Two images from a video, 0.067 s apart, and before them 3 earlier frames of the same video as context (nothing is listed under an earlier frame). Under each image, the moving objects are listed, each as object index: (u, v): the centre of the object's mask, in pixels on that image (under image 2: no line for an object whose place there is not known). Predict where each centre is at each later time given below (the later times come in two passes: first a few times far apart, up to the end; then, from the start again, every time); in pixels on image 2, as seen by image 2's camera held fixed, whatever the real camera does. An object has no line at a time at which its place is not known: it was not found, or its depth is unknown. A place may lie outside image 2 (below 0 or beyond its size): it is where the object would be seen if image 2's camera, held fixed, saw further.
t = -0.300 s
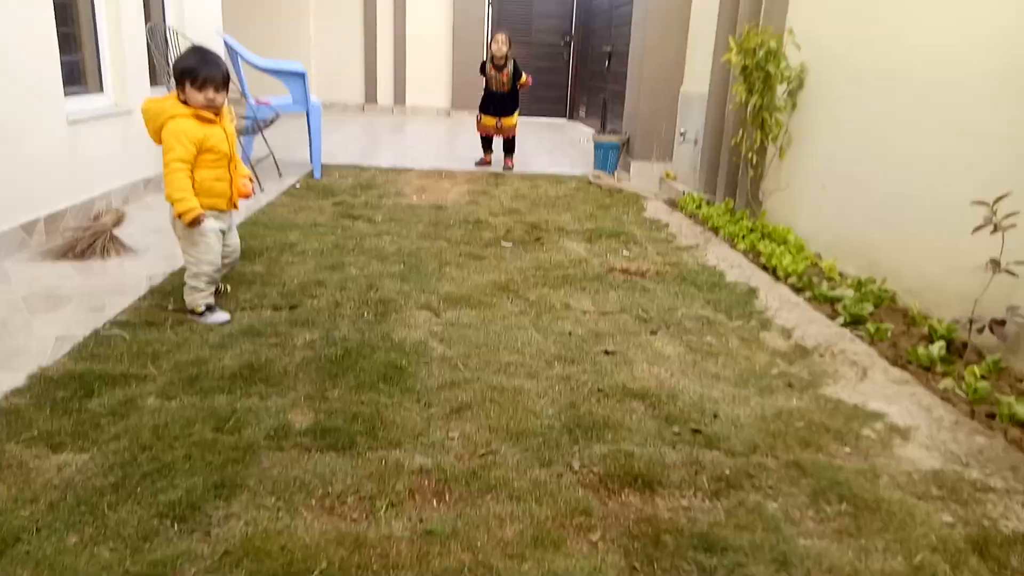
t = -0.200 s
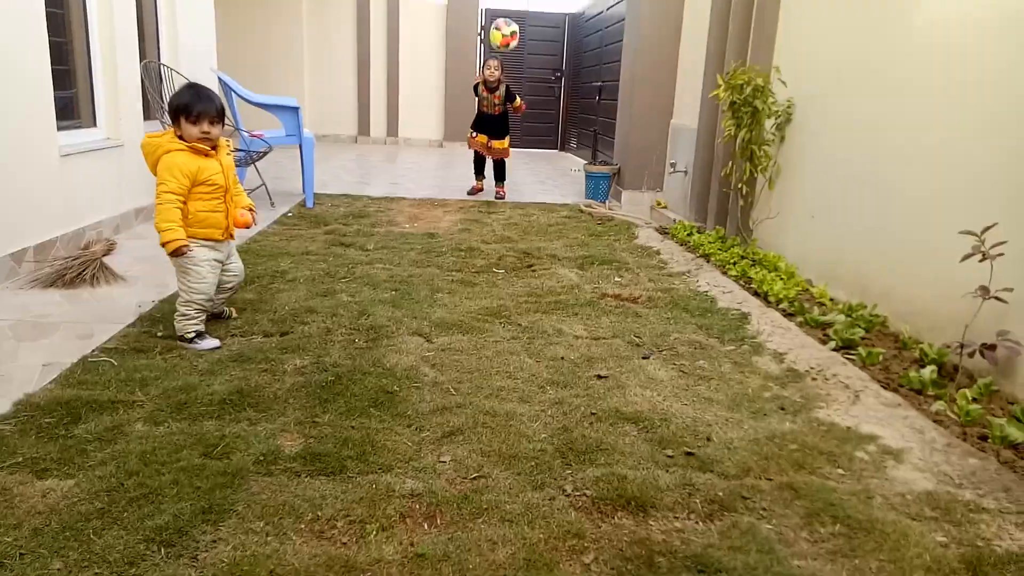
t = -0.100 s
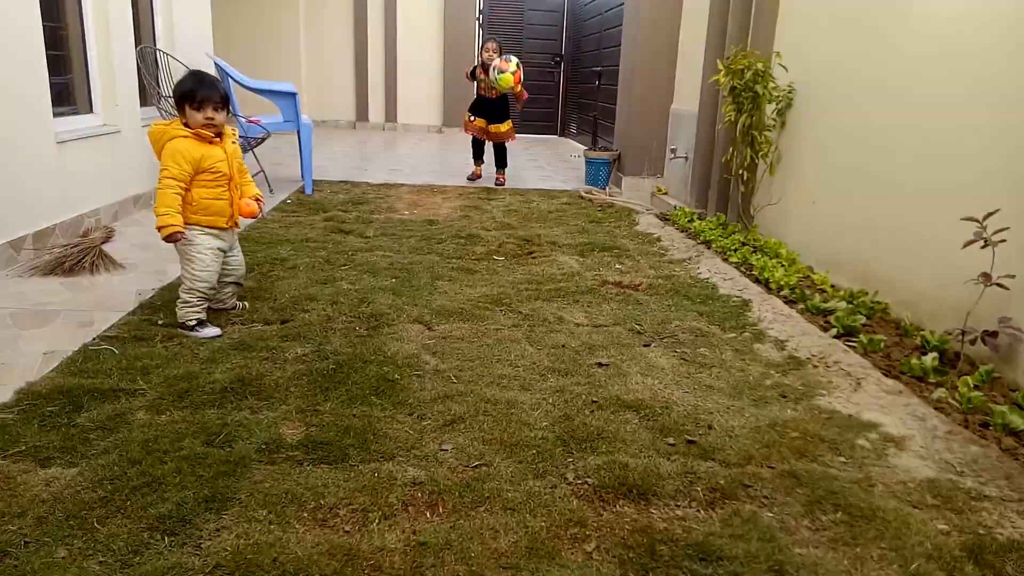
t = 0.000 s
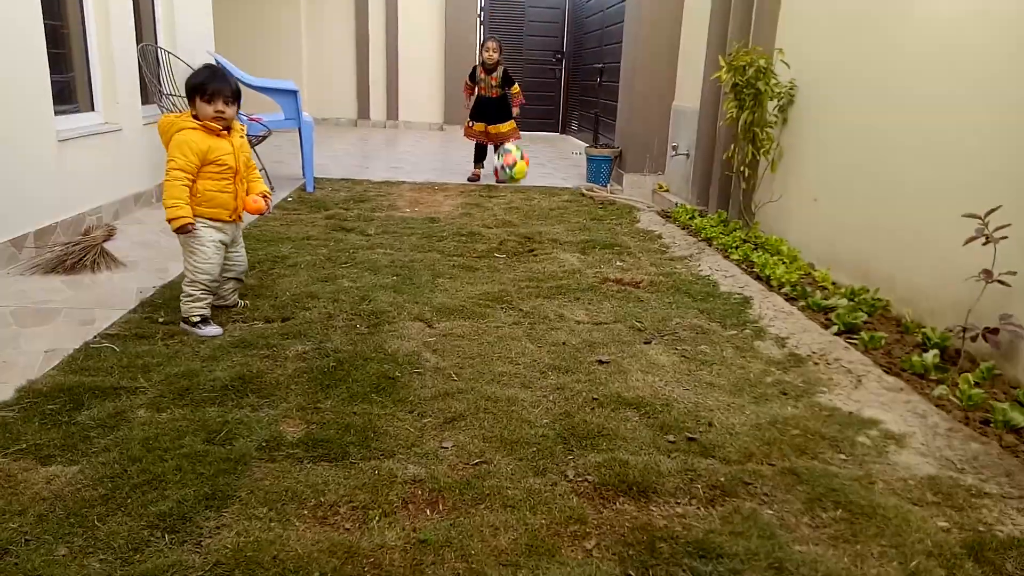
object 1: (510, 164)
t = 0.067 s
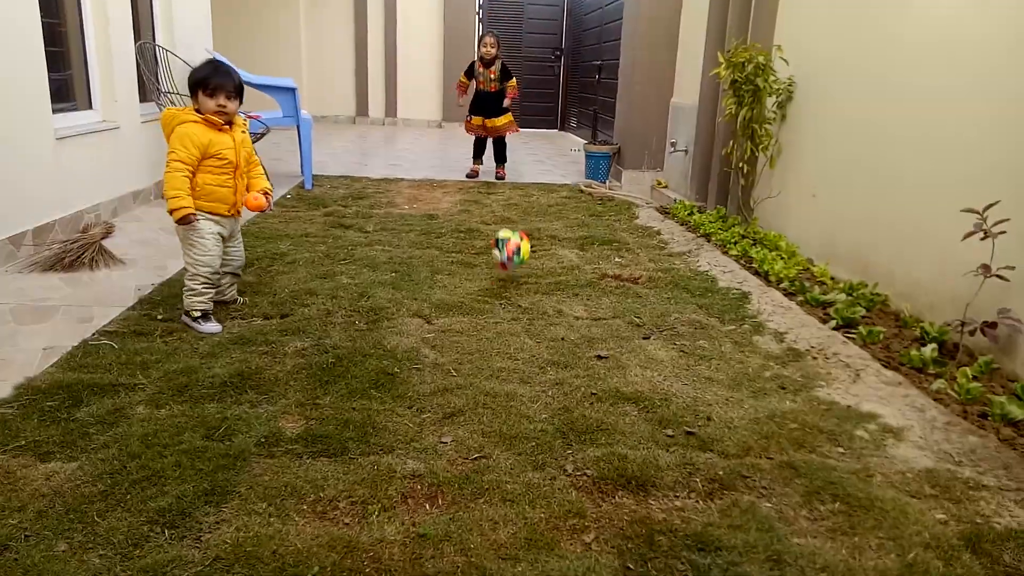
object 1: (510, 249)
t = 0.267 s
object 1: (524, 283)
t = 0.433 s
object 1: (540, 362)
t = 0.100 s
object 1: (512, 282)
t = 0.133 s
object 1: (514, 276)
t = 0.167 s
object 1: (516, 275)
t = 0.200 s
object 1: (519, 274)
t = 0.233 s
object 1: (521, 276)
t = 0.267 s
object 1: (524, 283)
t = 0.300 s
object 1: (527, 296)
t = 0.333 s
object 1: (530, 312)
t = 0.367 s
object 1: (531, 333)
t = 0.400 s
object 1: (535, 355)
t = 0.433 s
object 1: (540, 362)
